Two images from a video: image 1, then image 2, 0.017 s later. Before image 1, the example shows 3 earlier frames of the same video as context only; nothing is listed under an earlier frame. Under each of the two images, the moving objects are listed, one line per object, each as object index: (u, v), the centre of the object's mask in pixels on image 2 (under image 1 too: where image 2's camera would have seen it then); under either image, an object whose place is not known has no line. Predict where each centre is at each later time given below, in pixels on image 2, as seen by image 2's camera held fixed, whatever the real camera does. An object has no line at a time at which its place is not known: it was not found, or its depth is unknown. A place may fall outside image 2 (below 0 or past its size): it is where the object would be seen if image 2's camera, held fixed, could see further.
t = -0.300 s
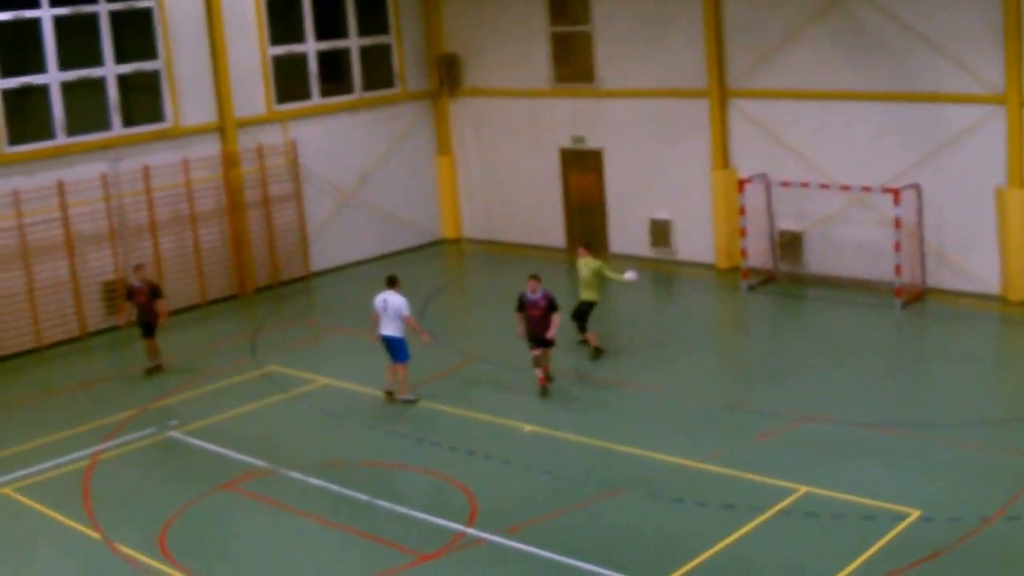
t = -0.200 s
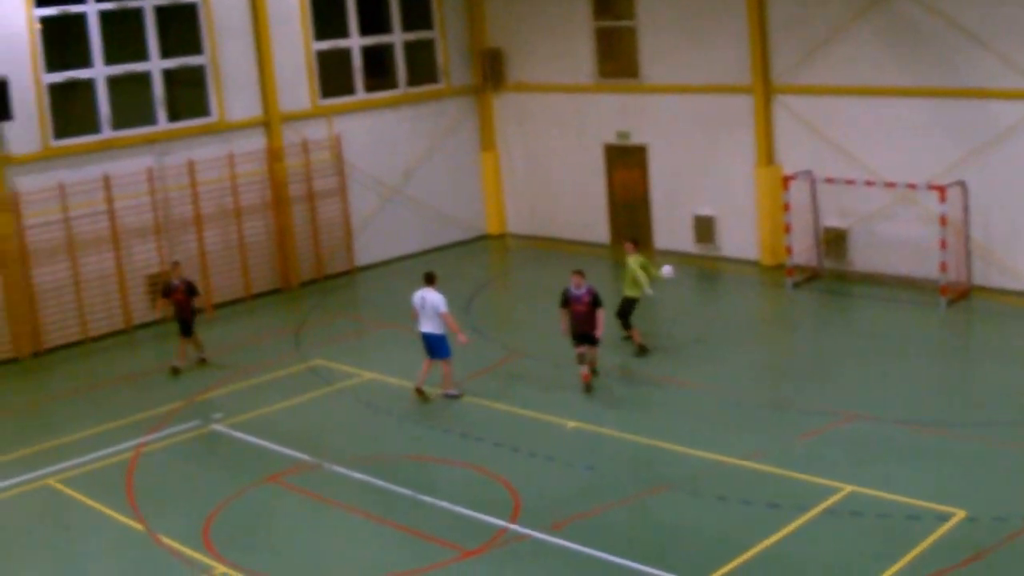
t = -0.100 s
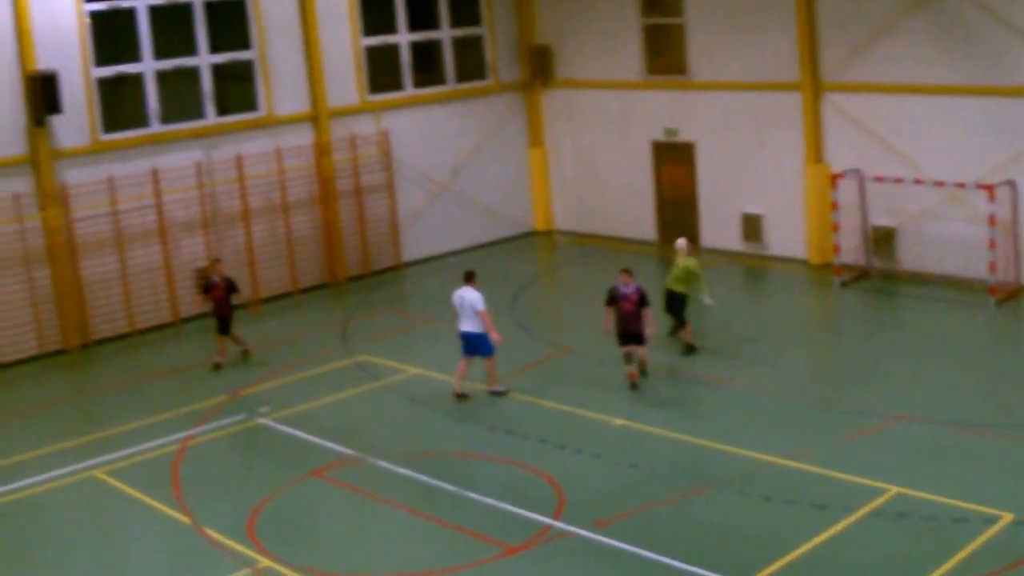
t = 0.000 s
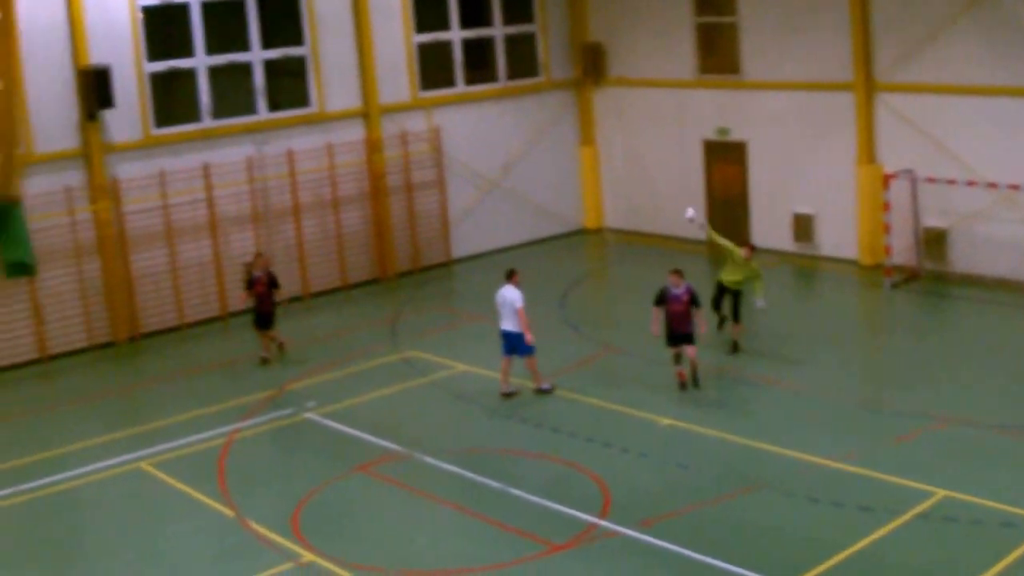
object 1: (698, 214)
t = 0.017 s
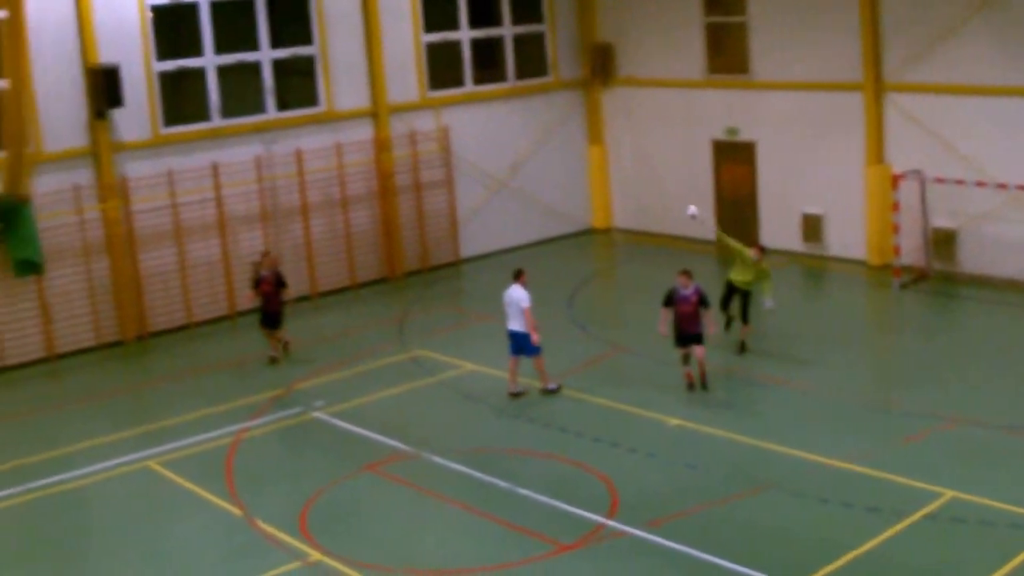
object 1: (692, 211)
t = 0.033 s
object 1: (688, 208)
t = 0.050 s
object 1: (684, 205)
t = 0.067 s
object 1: (678, 202)
